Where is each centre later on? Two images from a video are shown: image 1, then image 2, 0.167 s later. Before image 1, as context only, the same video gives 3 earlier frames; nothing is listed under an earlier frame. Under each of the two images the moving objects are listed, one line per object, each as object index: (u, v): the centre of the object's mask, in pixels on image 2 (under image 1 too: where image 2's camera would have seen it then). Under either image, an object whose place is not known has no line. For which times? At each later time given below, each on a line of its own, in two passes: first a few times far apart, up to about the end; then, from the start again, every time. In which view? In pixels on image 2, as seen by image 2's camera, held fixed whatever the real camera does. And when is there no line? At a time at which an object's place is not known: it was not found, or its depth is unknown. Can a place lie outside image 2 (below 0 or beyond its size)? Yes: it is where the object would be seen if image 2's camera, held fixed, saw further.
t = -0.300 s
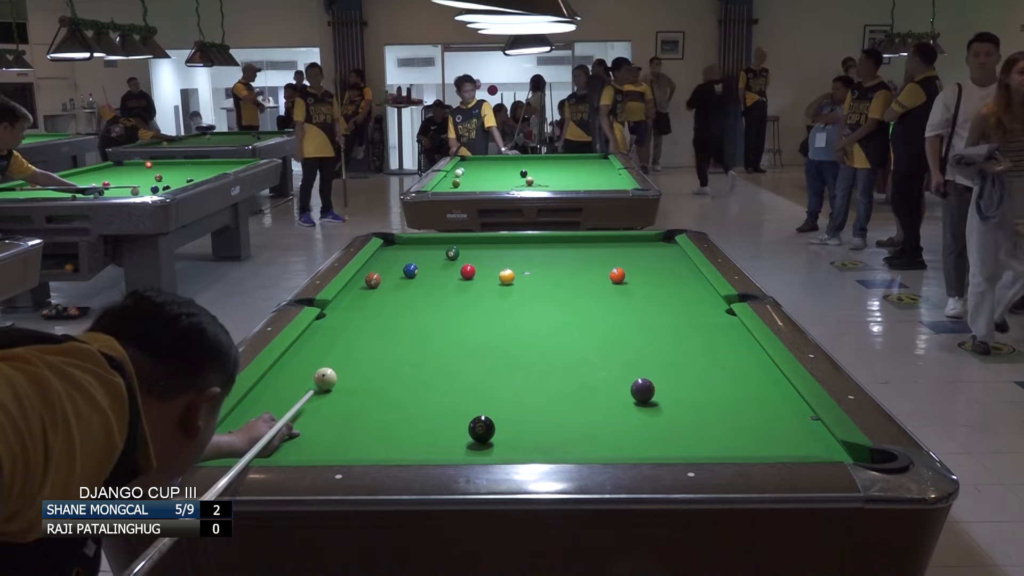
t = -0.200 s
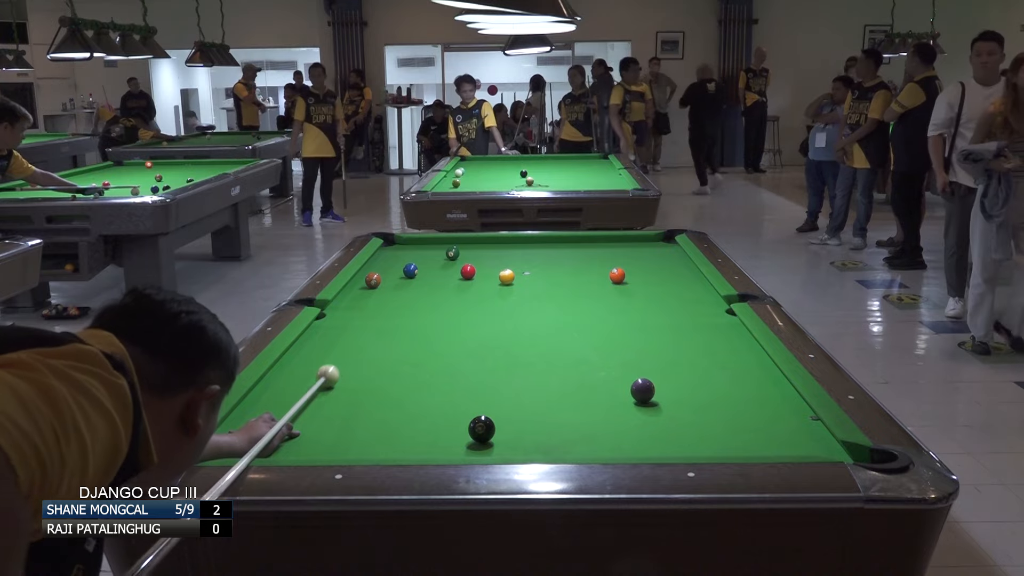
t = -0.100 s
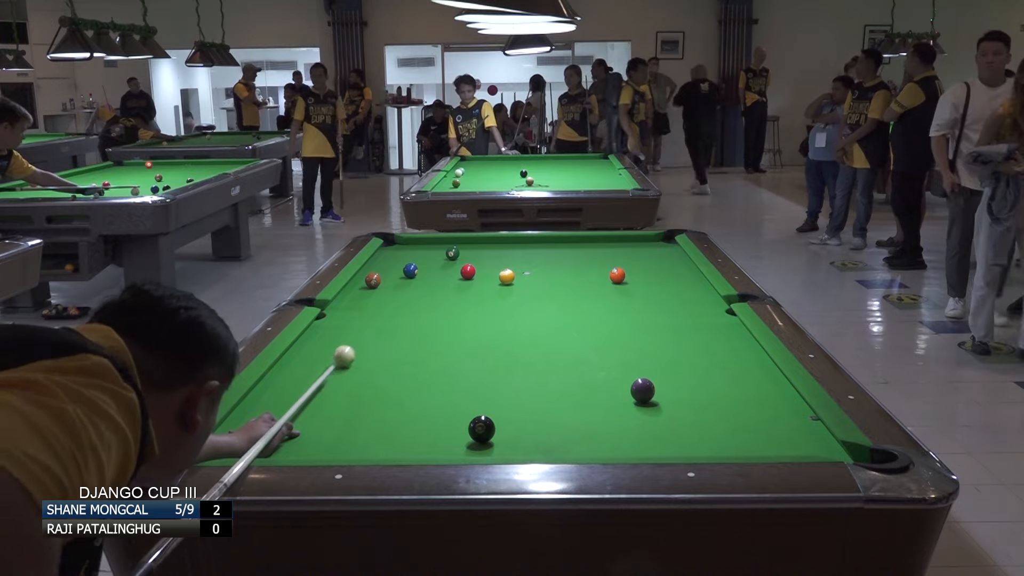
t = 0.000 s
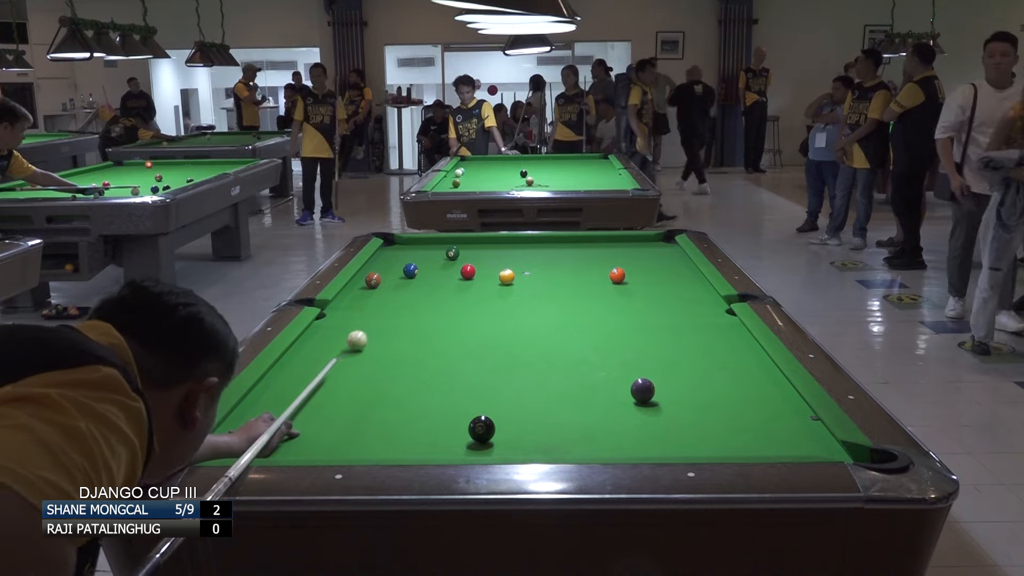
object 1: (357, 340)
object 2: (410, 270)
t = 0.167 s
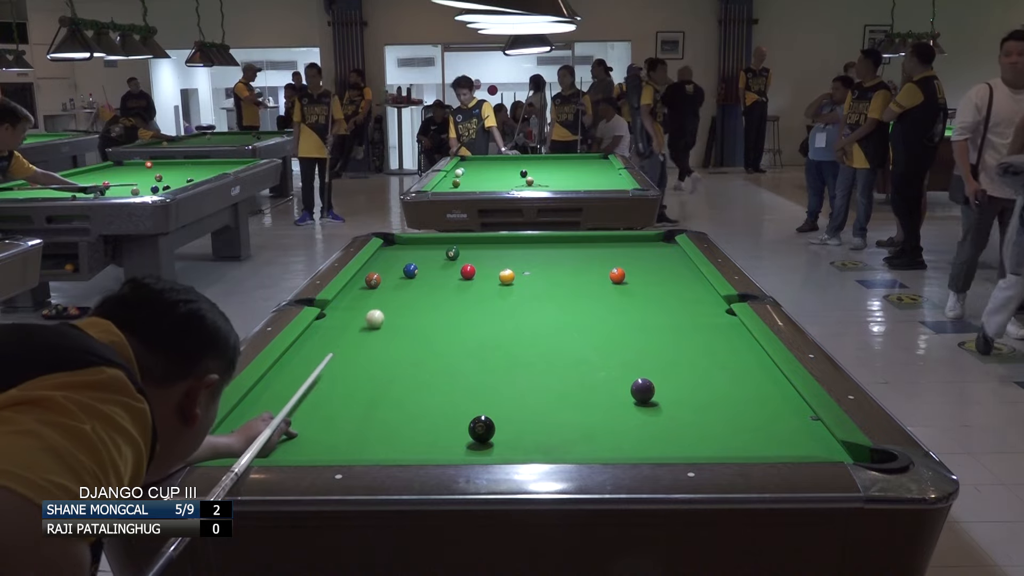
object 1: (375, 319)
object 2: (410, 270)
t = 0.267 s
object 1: (384, 307)
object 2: (410, 270)
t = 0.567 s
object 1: (407, 279)
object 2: (411, 268)
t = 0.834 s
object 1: (428, 271)
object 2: (407, 260)
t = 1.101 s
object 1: (449, 265)
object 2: (403, 250)
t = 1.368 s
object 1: (467, 259)
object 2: (400, 241)
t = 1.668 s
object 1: (486, 255)
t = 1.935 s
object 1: (502, 252)
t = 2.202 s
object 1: (516, 248)
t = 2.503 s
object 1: (530, 245)
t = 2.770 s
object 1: (542, 242)
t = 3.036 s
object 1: (552, 239)
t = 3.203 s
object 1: (556, 239)
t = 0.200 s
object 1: (378, 315)
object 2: (410, 270)
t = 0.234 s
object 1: (381, 311)
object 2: (410, 270)
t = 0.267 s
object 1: (384, 307)
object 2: (410, 270)
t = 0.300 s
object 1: (387, 304)
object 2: (410, 270)
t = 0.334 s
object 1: (390, 300)
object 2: (410, 270)
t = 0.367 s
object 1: (392, 297)
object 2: (410, 270)
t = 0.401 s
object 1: (395, 294)
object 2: (410, 270)
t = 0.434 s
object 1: (398, 291)
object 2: (410, 270)
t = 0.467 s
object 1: (400, 288)
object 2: (410, 270)
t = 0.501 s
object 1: (403, 285)
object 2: (410, 270)
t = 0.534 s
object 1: (405, 282)
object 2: (411, 269)
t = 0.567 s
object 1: (407, 279)
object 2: (411, 268)
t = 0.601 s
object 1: (409, 277)
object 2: (411, 267)
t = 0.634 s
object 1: (411, 274)
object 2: (409, 265)
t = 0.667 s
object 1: (414, 273)
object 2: (408, 266)
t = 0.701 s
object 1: (417, 273)
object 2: (408, 265)
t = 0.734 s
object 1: (420, 273)
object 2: (408, 264)
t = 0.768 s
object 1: (423, 272)
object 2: (408, 263)
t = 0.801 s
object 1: (426, 271)
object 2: (407, 261)
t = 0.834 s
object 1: (428, 271)
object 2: (407, 260)
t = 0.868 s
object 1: (431, 270)
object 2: (406, 258)
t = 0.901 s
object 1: (434, 269)
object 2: (406, 257)
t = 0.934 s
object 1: (436, 268)
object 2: (405, 256)
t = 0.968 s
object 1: (439, 268)
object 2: (405, 254)
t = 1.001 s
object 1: (441, 267)
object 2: (404, 253)
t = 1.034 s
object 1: (444, 267)
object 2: (404, 252)
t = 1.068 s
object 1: (447, 266)
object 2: (404, 251)
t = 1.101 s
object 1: (449, 265)
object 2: (403, 250)
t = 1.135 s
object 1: (451, 265)
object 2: (403, 249)
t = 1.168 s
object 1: (453, 264)
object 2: (402, 247)
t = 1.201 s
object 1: (456, 263)
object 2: (402, 246)
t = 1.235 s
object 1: (458, 262)
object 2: (402, 245)
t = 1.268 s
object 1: (460, 261)
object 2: (401, 244)
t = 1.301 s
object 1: (462, 261)
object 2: (401, 243)
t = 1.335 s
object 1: (465, 260)
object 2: (400, 242)
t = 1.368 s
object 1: (467, 259)
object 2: (400, 241)
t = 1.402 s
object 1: (470, 259)
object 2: (399, 240)
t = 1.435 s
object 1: (472, 259)
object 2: (397, 240)
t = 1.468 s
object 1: (474, 258)
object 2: (393, 240)
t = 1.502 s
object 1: (476, 258)
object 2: (390, 240)
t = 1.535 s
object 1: (478, 257)
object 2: (387, 240)
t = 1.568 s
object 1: (480, 257)
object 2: (386, 240)
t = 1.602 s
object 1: (482, 256)
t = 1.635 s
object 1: (484, 256)
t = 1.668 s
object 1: (486, 255)
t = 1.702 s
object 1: (488, 255)
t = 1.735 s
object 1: (490, 254)
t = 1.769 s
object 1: (492, 254)
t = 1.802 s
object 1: (494, 253)
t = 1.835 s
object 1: (496, 253)
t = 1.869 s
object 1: (498, 253)
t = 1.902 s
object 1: (500, 252)
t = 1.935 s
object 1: (502, 252)
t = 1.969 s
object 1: (504, 251)
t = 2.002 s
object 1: (505, 251)
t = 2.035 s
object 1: (507, 250)
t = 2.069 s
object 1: (509, 250)
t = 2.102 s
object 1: (511, 249)
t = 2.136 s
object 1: (512, 249)
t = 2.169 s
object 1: (514, 249)
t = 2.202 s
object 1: (516, 248)
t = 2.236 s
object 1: (518, 248)
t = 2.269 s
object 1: (519, 247)
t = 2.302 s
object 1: (521, 247)
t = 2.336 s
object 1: (522, 246)
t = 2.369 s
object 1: (524, 246)
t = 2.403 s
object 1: (525, 246)
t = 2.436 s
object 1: (527, 245)
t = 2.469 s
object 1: (528, 245)
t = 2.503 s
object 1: (530, 245)
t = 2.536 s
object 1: (531, 244)
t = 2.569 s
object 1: (533, 244)
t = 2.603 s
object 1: (534, 243)
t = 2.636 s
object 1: (536, 243)
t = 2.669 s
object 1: (537, 243)
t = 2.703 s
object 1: (539, 242)
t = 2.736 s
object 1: (540, 242)
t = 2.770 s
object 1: (542, 242)
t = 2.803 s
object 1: (543, 241)
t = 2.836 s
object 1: (544, 241)
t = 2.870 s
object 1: (546, 241)
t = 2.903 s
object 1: (547, 240)
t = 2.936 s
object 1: (549, 240)
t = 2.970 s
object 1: (550, 239)
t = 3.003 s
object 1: (551, 239)
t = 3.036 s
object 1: (552, 239)
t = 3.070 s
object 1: (553, 239)
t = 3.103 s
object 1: (554, 239)
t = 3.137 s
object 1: (555, 239)
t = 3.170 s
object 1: (556, 239)
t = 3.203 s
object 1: (556, 239)
